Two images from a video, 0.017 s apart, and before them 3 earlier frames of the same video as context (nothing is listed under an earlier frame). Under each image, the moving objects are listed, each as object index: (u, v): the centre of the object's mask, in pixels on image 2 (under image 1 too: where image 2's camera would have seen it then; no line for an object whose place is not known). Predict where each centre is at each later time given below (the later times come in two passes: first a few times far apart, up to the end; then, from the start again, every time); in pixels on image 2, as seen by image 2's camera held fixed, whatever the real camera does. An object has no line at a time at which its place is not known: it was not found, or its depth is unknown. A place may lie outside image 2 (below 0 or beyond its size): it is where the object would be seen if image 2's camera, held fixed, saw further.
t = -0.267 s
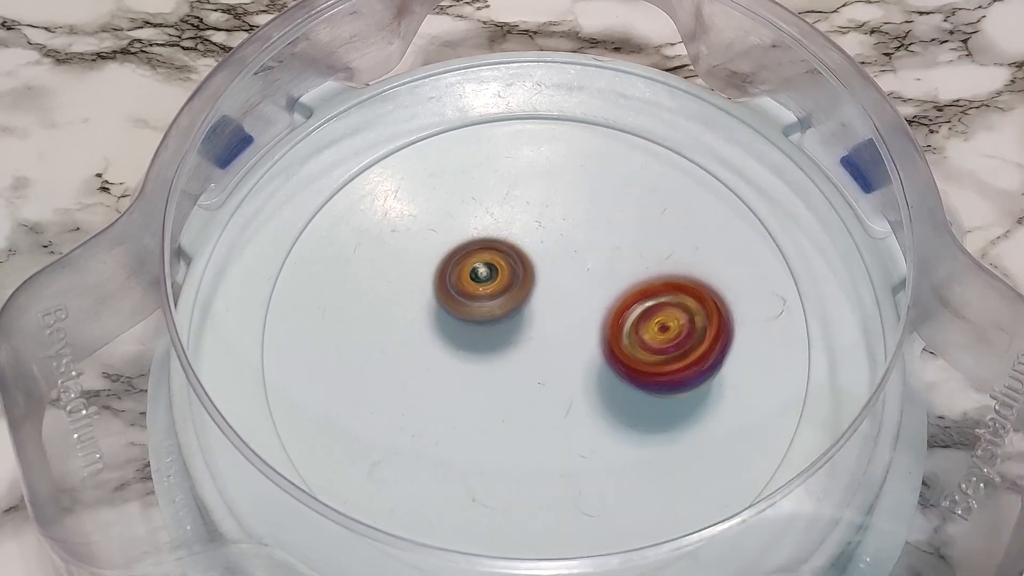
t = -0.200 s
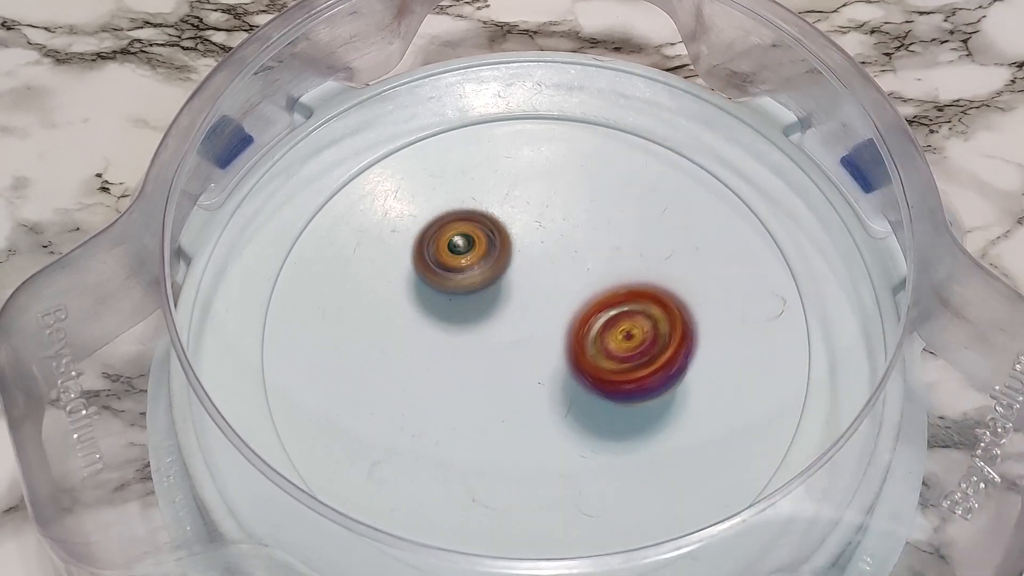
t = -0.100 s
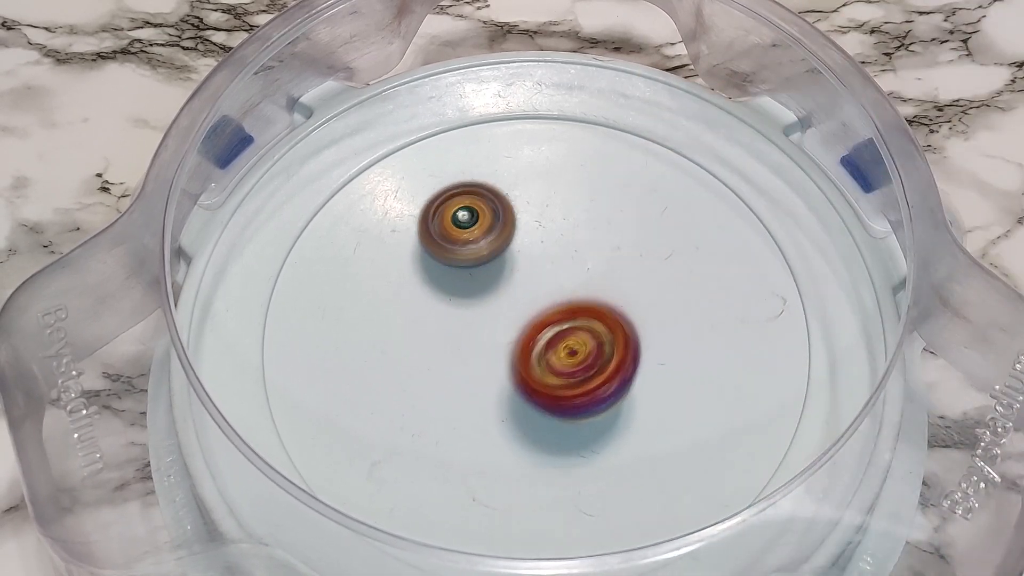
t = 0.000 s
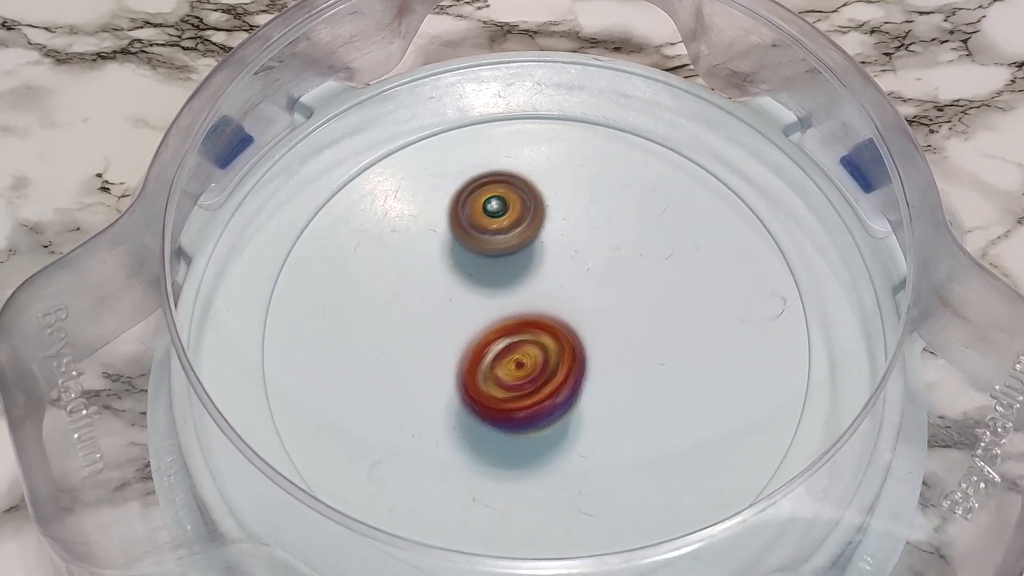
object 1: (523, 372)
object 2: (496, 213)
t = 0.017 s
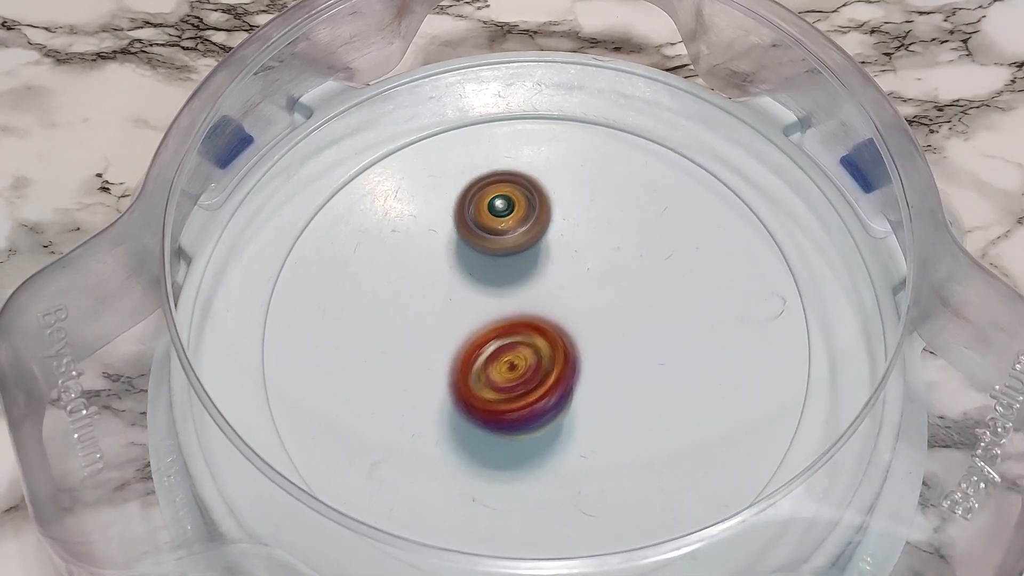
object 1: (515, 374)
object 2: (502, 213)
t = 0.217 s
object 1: (471, 377)
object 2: (569, 233)
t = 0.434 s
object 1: (508, 353)
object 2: (588, 284)
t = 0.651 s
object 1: (501, 372)
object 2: (594, 301)
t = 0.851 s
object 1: (455, 386)
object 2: (583, 308)
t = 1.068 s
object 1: (437, 368)
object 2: (542, 314)
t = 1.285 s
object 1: (447, 348)
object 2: (546, 292)
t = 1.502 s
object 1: (461, 345)
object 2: (571, 284)
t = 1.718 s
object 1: (404, 342)
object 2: (644, 273)
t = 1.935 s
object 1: (398, 318)
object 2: (613, 329)
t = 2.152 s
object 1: (441, 271)
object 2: (560, 344)
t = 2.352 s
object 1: (455, 219)
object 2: (550, 327)
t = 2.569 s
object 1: (477, 215)
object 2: (545, 321)
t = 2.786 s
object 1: (480, 234)
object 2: (550, 347)
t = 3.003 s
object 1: (487, 217)
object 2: (540, 401)
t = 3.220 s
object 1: (517, 211)
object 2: (506, 388)
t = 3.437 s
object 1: (559, 256)
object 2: (501, 363)
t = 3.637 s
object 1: (611, 275)
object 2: (500, 354)
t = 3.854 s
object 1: (680, 261)
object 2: (438, 361)
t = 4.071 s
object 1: (692, 249)
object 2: (423, 313)
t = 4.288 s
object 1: (600, 271)
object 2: (448, 280)
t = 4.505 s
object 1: (611, 308)
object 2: (423, 265)
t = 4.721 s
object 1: (595, 350)
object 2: (485, 274)
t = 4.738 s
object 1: (594, 352)
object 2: (489, 276)
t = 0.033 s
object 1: (508, 375)
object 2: (508, 212)
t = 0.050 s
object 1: (501, 378)
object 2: (514, 213)
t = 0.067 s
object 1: (496, 378)
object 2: (521, 214)
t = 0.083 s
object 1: (490, 379)
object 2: (527, 214)
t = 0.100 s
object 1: (486, 380)
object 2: (533, 215)
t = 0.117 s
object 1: (482, 380)
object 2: (539, 217)
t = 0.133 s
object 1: (479, 381)
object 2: (545, 219)
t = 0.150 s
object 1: (476, 380)
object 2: (551, 221)
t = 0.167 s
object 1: (474, 380)
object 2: (556, 223)
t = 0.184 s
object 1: (472, 379)
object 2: (560, 226)
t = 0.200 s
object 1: (472, 378)
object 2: (564, 230)
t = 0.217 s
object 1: (471, 377)
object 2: (569, 233)
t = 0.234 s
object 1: (472, 376)
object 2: (572, 237)
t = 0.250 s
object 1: (473, 374)
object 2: (576, 241)
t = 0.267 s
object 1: (474, 373)
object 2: (578, 245)
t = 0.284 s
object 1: (476, 371)
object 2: (581, 249)
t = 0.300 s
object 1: (479, 368)
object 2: (584, 253)
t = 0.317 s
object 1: (481, 367)
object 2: (585, 257)
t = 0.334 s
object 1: (485, 364)
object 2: (586, 261)
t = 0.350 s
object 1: (488, 363)
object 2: (587, 265)
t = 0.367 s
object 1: (492, 360)
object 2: (588, 269)
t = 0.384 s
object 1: (497, 358)
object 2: (588, 273)
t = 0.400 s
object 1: (501, 356)
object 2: (587, 277)
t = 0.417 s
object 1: (505, 354)
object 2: (587, 281)
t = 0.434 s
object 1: (508, 353)
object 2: (588, 284)
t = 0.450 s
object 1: (508, 354)
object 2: (591, 284)
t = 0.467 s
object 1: (506, 356)
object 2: (596, 283)
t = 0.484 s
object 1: (506, 358)
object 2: (599, 282)
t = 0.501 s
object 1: (505, 359)
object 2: (601, 283)
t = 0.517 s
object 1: (504, 362)
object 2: (604, 283)
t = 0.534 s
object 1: (504, 363)
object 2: (605, 285)
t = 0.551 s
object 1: (503, 365)
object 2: (605, 286)
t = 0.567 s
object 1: (503, 366)
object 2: (604, 288)
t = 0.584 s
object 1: (502, 367)
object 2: (603, 291)
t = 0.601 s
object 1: (502, 369)
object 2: (602, 293)
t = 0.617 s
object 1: (502, 370)
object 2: (599, 296)
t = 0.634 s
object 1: (501, 371)
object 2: (597, 298)
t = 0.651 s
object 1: (501, 372)
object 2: (594, 301)
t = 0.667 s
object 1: (501, 373)
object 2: (591, 303)
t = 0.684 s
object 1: (500, 373)
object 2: (588, 306)
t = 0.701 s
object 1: (499, 374)
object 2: (585, 307)
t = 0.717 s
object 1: (497, 375)
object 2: (584, 308)
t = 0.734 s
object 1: (491, 378)
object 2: (586, 308)
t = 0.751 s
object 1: (486, 380)
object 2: (588, 306)
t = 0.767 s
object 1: (481, 382)
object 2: (589, 306)
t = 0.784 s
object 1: (475, 383)
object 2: (589, 306)
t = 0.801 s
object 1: (470, 385)
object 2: (588, 306)
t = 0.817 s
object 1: (465, 385)
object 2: (587, 307)
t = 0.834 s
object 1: (460, 386)
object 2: (586, 307)
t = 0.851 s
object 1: (455, 386)
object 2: (583, 308)
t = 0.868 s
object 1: (451, 386)
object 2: (581, 310)
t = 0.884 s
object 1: (447, 386)
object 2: (579, 311)
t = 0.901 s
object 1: (444, 385)
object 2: (576, 311)
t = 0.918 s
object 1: (440, 384)
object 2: (574, 312)
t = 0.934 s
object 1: (438, 382)
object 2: (570, 313)
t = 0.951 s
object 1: (436, 382)
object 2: (567, 314)
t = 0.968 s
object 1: (434, 380)
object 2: (564, 314)
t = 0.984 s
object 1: (433, 378)
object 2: (561, 314)
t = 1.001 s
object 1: (433, 376)
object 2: (557, 314)
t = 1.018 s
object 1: (434, 375)
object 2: (554, 315)
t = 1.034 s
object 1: (434, 373)
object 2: (549, 315)
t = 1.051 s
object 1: (436, 370)
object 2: (546, 314)
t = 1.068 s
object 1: (437, 368)
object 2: (542, 314)
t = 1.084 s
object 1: (440, 365)
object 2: (539, 313)
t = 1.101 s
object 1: (440, 363)
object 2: (539, 311)
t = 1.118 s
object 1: (439, 361)
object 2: (541, 308)
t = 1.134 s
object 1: (438, 360)
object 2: (543, 305)
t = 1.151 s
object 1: (437, 359)
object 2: (545, 303)
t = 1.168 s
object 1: (437, 357)
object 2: (546, 301)
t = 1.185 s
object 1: (437, 356)
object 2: (547, 299)
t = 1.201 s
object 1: (437, 355)
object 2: (548, 298)
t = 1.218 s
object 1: (439, 353)
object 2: (548, 296)
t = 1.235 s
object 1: (440, 352)
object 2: (548, 295)
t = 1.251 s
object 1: (443, 351)
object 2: (547, 294)
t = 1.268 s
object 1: (445, 350)
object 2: (547, 293)
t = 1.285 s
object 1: (447, 348)
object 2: (546, 292)
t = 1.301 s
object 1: (450, 348)
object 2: (546, 291)
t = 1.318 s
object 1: (451, 347)
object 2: (548, 289)
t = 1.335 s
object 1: (451, 348)
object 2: (553, 286)
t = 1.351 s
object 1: (451, 348)
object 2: (556, 282)
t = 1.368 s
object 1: (451, 348)
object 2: (560, 281)
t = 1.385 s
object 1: (452, 348)
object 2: (562, 280)
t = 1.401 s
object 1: (453, 348)
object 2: (565, 280)
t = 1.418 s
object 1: (454, 348)
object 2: (567, 279)
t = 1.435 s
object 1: (455, 348)
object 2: (568, 280)
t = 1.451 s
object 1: (456, 347)
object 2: (569, 280)
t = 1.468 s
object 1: (458, 346)
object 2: (570, 282)
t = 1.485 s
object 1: (459, 346)
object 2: (570, 283)
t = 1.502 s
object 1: (461, 345)
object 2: (571, 284)
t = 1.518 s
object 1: (462, 343)
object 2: (571, 286)
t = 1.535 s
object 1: (464, 342)
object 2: (570, 288)
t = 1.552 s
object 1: (466, 340)
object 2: (570, 290)
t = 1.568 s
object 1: (464, 339)
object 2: (571, 290)
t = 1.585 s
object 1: (456, 342)
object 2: (586, 287)
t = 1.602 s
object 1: (448, 343)
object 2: (597, 282)
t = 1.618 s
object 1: (440, 344)
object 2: (606, 277)
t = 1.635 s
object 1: (433, 344)
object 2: (615, 275)
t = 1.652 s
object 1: (426, 345)
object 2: (624, 275)
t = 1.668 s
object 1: (420, 344)
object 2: (631, 273)
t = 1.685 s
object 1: (414, 344)
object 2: (636, 272)
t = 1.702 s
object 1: (409, 343)
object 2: (641, 272)
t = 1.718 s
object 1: (404, 342)
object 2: (644, 273)
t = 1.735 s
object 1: (400, 341)
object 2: (646, 274)
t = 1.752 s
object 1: (397, 339)
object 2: (647, 276)
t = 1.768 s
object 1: (394, 338)
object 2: (648, 280)
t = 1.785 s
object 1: (392, 337)
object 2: (648, 285)
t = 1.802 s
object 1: (390, 335)
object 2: (646, 289)
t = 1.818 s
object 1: (389, 334)
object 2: (645, 294)
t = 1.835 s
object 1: (389, 331)
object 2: (642, 298)
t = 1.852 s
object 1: (389, 330)
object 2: (638, 303)
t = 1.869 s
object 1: (389, 328)
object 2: (634, 309)
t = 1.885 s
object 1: (390, 325)
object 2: (629, 314)
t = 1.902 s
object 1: (393, 324)
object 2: (624, 320)
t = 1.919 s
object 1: (394, 321)
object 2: (618, 325)
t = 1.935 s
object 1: (398, 318)
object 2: (613, 329)
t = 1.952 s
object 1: (401, 316)
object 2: (607, 333)
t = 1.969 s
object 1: (404, 314)
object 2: (601, 336)
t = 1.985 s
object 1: (409, 311)
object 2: (594, 338)
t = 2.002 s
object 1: (413, 308)
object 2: (587, 340)
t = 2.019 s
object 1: (417, 305)
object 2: (580, 342)
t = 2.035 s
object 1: (422, 302)
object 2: (573, 343)
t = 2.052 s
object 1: (427, 299)
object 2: (566, 344)
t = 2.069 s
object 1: (432, 296)
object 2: (561, 343)
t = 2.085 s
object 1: (437, 292)
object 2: (555, 343)
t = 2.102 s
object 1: (442, 288)
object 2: (550, 342)
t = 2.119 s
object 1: (443, 283)
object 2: (554, 345)
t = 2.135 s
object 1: (441, 277)
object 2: (558, 345)
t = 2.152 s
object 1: (441, 271)
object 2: (560, 344)
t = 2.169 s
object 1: (441, 265)
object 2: (562, 346)
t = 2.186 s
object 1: (441, 260)
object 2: (564, 346)
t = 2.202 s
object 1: (441, 255)
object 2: (564, 345)
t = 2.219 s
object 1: (441, 249)
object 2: (564, 344)
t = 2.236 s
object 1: (443, 245)
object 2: (563, 343)
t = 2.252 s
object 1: (443, 240)
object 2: (561, 341)
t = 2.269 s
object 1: (444, 236)
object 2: (560, 339)
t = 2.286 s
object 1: (446, 232)
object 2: (558, 337)
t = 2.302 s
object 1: (448, 228)
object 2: (556, 335)
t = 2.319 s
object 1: (450, 225)
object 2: (554, 333)
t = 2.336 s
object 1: (452, 222)
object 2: (553, 330)
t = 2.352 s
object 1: (455, 219)
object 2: (550, 327)
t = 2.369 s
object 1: (457, 217)
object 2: (548, 324)
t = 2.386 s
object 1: (460, 216)
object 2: (546, 321)
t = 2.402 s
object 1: (463, 215)
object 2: (544, 318)
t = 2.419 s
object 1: (466, 216)
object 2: (542, 315)
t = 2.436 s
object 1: (469, 216)
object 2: (540, 312)
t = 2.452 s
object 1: (472, 217)
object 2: (538, 309)
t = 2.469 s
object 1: (473, 216)
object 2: (540, 311)
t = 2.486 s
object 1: (474, 215)
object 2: (542, 313)
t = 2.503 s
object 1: (474, 214)
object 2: (543, 315)
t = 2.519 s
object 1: (475, 214)
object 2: (544, 317)
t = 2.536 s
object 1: (475, 214)
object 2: (544, 319)
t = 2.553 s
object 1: (476, 214)
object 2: (544, 320)
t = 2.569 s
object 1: (477, 215)
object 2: (545, 321)
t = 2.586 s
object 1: (478, 217)
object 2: (545, 322)
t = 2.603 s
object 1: (479, 219)
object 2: (545, 322)
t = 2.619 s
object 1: (480, 222)
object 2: (545, 322)
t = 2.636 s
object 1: (481, 225)
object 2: (546, 322)
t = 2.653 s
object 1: (482, 228)
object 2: (546, 323)
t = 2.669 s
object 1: (481, 228)
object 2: (549, 329)
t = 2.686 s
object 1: (481, 228)
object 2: (551, 333)
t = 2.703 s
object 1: (480, 228)
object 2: (553, 337)
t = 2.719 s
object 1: (480, 229)
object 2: (553, 340)
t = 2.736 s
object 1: (480, 230)
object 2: (552, 342)
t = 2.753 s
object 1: (480, 232)
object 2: (552, 344)
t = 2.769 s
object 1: (480, 233)
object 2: (551, 346)
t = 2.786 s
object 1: (480, 234)
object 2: (550, 347)
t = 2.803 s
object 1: (481, 237)
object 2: (548, 348)
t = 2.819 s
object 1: (481, 238)
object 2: (546, 349)
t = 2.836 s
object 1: (482, 240)
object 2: (544, 349)
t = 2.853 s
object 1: (483, 242)
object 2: (542, 349)
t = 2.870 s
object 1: (484, 245)
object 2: (539, 349)
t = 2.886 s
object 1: (485, 246)
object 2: (538, 350)
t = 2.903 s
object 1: (484, 243)
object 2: (541, 364)
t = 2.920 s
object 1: (484, 239)
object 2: (543, 373)
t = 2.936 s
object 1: (483, 234)
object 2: (543, 379)
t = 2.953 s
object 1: (483, 229)
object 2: (544, 388)
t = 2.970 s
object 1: (484, 224)
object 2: (543, 393)
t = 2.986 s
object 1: (485, 221)
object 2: (542, 398)
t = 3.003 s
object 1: (487, 217)
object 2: (540, 401)
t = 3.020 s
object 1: (488, 214)
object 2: (538, 404)
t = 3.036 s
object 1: (490, 211)
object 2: (536, 406)
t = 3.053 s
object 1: (491, 209)
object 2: (534, 406)
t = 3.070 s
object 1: (493, 207)
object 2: (531, 406)
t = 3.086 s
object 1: (496, 206)
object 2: (528, 405)
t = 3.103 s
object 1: (499, 206)
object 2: (525, 404)
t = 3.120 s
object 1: (500, 206)
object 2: (522, 402)
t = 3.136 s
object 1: (503, 205)
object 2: (519, 400)
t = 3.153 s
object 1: (506, 206)
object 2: (516, 397)
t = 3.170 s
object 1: (508, 206)
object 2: (513, 395)
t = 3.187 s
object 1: (512, 208)
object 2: (510, 393)
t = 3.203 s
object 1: (515, 210)
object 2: (508, 390)
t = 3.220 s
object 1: (517, 211)
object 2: (506, 388)
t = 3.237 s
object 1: (521, 213)
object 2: (503, 385)
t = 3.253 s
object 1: (524, 215)
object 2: (501, 383)
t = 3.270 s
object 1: (527, 218)
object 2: (500, 381)
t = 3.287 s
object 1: (530, 222)
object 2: (499, 379)
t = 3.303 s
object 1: (533, 225)
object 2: (498, 377)
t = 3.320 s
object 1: (536, 228)
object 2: (498, 375)
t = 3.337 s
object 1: (540, 231)
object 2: (497, 374)
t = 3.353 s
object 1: (543, 235)
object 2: (497, 372)
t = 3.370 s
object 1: (546, 239)
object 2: (497, 370)
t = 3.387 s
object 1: (550, 243)
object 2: (498, 368)
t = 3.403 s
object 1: (553, 248)
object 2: (500, 366)
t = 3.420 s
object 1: (556, 251)
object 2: (500, 365)
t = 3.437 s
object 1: (559, 256)
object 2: (501, 363)
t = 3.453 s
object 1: (562, 259)
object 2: (502, 361)
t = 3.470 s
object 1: (566, 264)
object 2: (502, 360)
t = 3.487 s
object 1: (571, 266)
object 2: (500, 361)
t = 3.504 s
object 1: (576, 267)
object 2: (498, 361)
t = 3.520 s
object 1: (581, 268)
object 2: (497, 361)
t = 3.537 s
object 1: (586, 269)
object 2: (496, 361)
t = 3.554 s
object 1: (591, 270)
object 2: (496, 360)
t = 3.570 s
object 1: (596, 271)
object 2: (496, 359)
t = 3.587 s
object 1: (601, 272)
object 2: (497, 358)
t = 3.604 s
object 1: (605, 273)
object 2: (498, 357)
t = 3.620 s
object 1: (608, 274)
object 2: (499, 356)
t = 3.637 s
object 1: (611, 275)
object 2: (500, 354)
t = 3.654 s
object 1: (614, 276)
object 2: (502, 353)
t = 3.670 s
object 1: (616, 276)
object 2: (504, 351)
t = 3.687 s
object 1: (618, 277)
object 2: (507, 349)
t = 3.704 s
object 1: (620, 278)
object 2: (509, 348)
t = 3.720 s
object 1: (621, 279)
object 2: (512, 346)
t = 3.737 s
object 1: (622, 280)
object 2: (514, 344)
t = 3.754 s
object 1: (622, 281)
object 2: (517, 343)
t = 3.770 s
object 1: (630, 278)
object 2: (503, 349)
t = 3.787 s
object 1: (641, 274)
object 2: (487, 354)
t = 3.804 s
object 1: (652, 271)
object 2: (473, 355)
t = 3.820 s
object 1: (662, 267)
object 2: (460, 357)
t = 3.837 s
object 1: (672, 264)
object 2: (448, 360)
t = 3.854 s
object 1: (680, 261)
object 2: (438, 361)
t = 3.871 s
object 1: (688, 258)
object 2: (429, 359)
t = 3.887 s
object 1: (695, 256)
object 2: (421, 358)
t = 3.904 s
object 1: (700, 254)
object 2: (415, 357)
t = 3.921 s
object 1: (704, 252)
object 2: (411, 354)
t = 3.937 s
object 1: (707, 251)
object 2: (407, 350)
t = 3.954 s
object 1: (708, 249)
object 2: (406, 346)
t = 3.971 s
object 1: (709, 248)
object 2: (406, 342)
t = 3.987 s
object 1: (709, 248)
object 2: (407, 337)
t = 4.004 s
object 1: (708, 247)
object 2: (409, 333)
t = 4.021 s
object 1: (705, 248)
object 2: (411, 327)
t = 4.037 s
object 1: (702, 248)
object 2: (415, 323)
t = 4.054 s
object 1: (697, 248)
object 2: (419, 318)
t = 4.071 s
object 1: (692, 249)
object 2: (423, 313)
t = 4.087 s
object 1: (686, 250)
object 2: (427, 308)
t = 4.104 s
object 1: (678, 252)
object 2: (431, 303)
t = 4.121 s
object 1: (670, 253)
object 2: (436, 299)
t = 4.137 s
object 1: (661, 255)
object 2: (441, 295)
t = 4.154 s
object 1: (652, 256)
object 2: (446, 291)
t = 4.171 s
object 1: (642, 258)
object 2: (451, 288)
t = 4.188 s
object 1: (632, 259)
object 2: (456, 286)
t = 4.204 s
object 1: (623, 261)
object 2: (461, 284)
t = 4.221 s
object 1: (613, 263)
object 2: (466, 282)
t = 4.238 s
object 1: (603, 265)
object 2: (471, 281)
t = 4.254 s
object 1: (595, 267)
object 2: (473, 280)
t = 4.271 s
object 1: (597, 269)
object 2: (459, 281)
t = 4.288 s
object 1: (600, 271)
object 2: (448, 280)
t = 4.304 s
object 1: (602, 272)
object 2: (438, 277)
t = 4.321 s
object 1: (604, 275)
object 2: (429, 276)
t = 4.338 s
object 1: (606, 277)
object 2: (421, 277)
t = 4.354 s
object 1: (608, 280)
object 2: (416, 275)
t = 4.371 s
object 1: (609, 283)
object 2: (412, 273)
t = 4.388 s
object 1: (610, 286)
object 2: (409, 272)
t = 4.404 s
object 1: (611, 289)
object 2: (408, 270)
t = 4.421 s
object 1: (611, 291)
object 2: (407, 270)
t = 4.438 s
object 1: (612, 295)
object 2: (408, 268)
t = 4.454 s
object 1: (612, 298)
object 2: (410, 267)
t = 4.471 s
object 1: (612, 301)
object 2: (414, 266)
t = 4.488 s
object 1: (612, 305)
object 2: (418, 266)
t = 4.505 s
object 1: (611, 308)
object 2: (423, 265)
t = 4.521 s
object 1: (610, 312)
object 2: (428, 264)
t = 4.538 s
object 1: (609, 315)
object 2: (433, 264)
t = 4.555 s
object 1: (607, 319)
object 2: (439, 264)
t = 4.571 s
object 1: (606, 322)
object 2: (445, 264)
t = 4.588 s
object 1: (605, 325)
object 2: (450, 263)
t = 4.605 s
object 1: (604, 329)
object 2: (455, 264)
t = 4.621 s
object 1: (603, 332)
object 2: (460, 264)
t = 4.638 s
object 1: (602, 334)
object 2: (464, 265)
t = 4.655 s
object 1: (600, 338)
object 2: (469, 266)
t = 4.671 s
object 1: (599, 341)
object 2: (473, 268)
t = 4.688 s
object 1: (598, 344)
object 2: (477, 270)
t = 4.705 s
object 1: (596, 347)
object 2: (481, 272)
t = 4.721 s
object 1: (595, 350)
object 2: (485, 274)
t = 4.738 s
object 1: (594, 352)
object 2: (489, 276)
